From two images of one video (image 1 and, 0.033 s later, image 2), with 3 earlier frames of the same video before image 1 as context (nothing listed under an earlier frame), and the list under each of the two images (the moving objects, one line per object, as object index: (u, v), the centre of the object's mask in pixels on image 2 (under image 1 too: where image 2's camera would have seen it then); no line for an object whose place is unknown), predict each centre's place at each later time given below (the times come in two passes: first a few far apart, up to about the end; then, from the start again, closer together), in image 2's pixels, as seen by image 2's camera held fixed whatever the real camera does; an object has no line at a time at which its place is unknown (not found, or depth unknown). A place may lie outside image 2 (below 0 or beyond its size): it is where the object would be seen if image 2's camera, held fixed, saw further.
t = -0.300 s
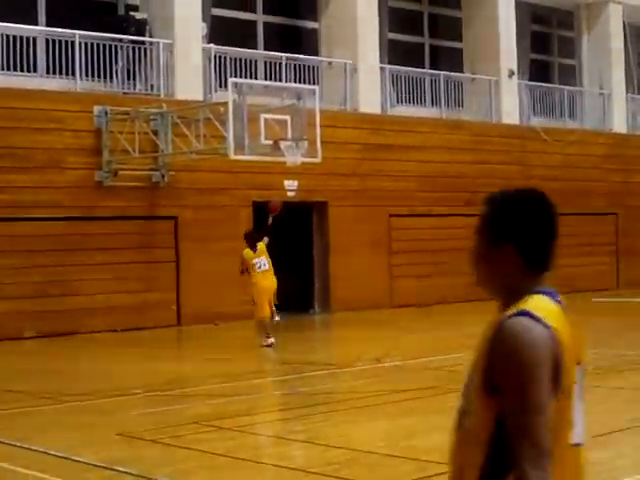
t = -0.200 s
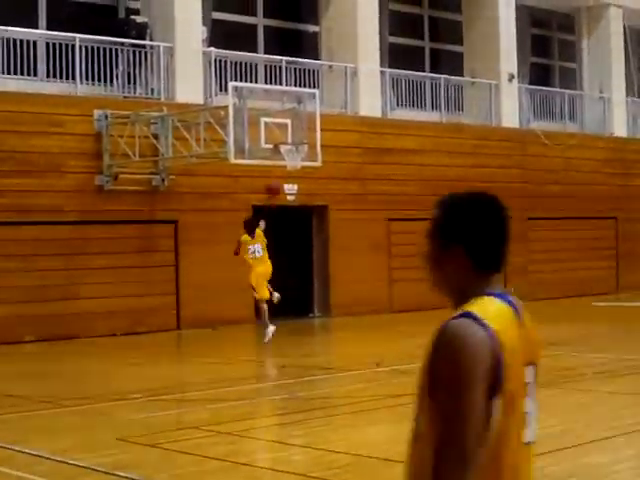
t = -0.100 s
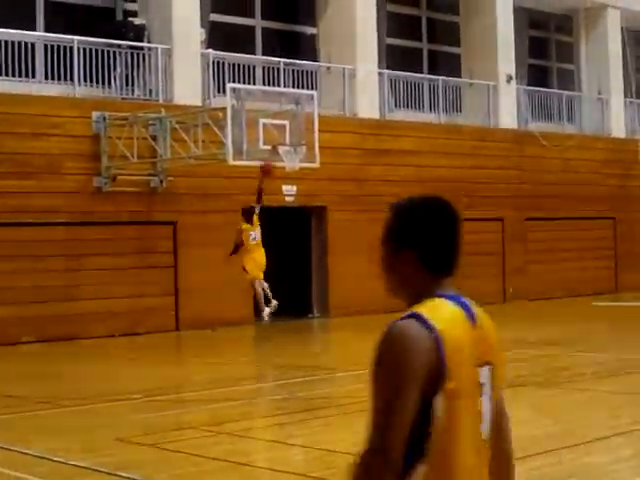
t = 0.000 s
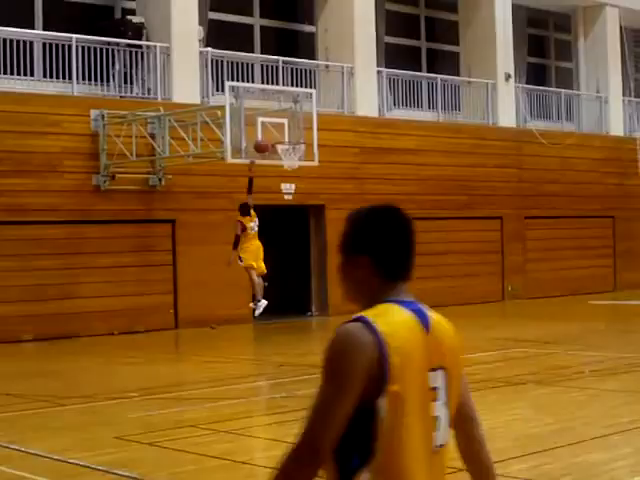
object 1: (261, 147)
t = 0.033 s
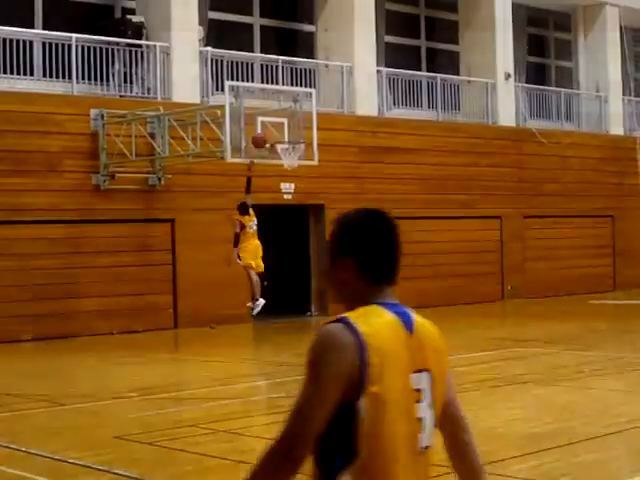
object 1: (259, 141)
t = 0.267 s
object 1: (269, 135)
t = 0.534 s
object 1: (292, 175)
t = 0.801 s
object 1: (318, 264)
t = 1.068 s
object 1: (333, 301)
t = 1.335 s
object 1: (338, 229)
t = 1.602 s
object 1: (345, 207)
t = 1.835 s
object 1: (353, 228)
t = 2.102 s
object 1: (363, 299)
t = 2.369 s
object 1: (369, 296)
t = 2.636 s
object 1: (372, 256)
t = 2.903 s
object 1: (375, 261)
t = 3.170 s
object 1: (383, 318)
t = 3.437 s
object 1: (385, 300)
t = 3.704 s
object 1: (389, 278)
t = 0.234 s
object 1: (267, 134)
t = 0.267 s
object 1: (269, 135)
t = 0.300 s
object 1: (273, 137)
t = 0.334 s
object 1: (275, 139)
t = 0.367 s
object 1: (278, 146)
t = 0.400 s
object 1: (280, 148)
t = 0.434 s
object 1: (283, 155)
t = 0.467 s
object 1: (287, 161)
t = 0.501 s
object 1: (290, 167)
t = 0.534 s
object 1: (292, 175)
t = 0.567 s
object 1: (294, 184)
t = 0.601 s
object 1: (297, 194)
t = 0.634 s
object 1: (304, 208)
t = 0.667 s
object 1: (304, 213)
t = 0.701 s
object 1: (308, 226)
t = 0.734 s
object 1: (310, 237)
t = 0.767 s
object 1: (311, 250)
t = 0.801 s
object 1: (318, 264)
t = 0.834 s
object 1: (320, 276)
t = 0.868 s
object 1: (323, 294)
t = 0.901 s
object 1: (325, 309)
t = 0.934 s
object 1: (328, 328)
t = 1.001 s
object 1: (328, 325)
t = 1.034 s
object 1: (332, 314)
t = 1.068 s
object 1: (333, 301)
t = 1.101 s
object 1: (333, 290)
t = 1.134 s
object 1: (335, 280)
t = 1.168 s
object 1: (335, 268)
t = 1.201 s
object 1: (335, 258)
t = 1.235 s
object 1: (335, 250)
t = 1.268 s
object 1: (336, 244)
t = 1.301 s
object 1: (338, 236)
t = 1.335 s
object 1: (338, 229)
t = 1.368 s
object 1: (338, 224)
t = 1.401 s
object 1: (340, 218)
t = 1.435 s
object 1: (340, 215)
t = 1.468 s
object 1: (341, 212)
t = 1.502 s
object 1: (342, 211)
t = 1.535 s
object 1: (343, 209)
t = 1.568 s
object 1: (345, 207)
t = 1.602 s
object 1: (345, 207)
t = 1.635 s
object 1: (346, 207)
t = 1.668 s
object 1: (347, 209)
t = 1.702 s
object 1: (348, 211)
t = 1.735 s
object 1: (349, 214)
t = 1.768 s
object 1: (350, 218)
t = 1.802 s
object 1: (352, 222)
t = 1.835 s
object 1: (353, 228)
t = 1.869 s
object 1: (354, 233)
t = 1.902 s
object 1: (355, 241)
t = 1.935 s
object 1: (356, 247)
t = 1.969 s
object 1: (358, 257)
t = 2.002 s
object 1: (359, 266)
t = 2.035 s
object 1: (361, 275)
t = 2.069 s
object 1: (362, 286)
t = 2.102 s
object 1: (363, 299)
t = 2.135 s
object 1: (365, 309)
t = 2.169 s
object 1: (365, 323)
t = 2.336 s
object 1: (367, 305)
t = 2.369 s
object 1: (369, 296)
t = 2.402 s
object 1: (369, 289)
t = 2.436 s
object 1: (369, 282)
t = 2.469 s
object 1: (369, 276)
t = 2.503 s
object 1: (371, 270)
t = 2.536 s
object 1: (370, 265)
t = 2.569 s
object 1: (371, 261)
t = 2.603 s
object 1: (371, 258)
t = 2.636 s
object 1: (372, 256)
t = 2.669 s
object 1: (372, 253)
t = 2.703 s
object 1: (373, 253)
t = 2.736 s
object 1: (374, 252)
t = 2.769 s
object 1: (374, 252)
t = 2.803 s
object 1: (372, 254)
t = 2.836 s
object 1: (373, 256)
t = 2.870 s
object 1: (376, 259)
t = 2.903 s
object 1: (375, 261)
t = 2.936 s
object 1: (376, 265)
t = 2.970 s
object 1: (376, 270)
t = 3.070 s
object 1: (378, 290)
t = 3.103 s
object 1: (376, 299)
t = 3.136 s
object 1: (380, 309)
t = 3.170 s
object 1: (383, 318)
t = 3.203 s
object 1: (384, 329)
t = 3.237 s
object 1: (385, 341)
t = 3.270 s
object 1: (386, 334)
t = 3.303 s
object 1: (386, 327)
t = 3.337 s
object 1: (385, 318)
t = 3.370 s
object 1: (385, 311)
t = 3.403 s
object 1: (384, 303)
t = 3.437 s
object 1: (385, 300)
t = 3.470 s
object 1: (386, 293)
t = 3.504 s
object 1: (386, 289)
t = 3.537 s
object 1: (386, 286)
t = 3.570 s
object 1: (388, 283)
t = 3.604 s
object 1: (388, 281)
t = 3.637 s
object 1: (388, 280)
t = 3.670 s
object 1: (389, 279)
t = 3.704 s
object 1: (389, 278)
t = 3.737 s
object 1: (389, 279)
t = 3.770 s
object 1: (391, 280)
